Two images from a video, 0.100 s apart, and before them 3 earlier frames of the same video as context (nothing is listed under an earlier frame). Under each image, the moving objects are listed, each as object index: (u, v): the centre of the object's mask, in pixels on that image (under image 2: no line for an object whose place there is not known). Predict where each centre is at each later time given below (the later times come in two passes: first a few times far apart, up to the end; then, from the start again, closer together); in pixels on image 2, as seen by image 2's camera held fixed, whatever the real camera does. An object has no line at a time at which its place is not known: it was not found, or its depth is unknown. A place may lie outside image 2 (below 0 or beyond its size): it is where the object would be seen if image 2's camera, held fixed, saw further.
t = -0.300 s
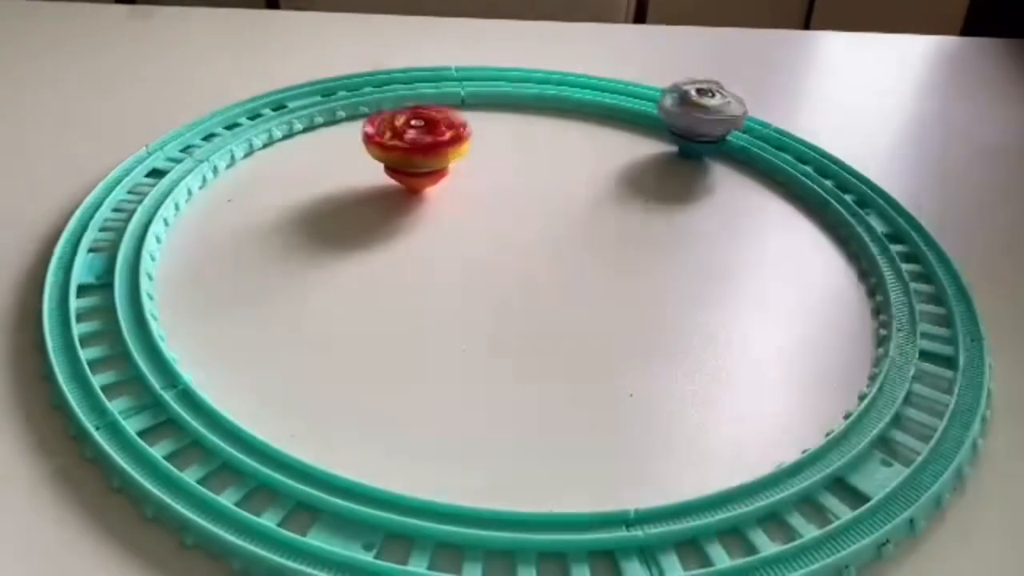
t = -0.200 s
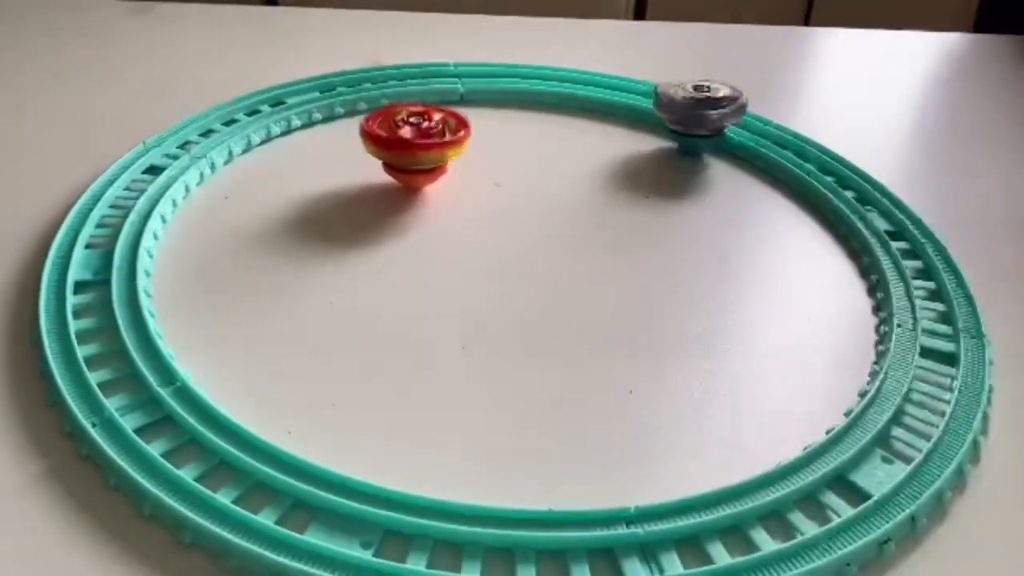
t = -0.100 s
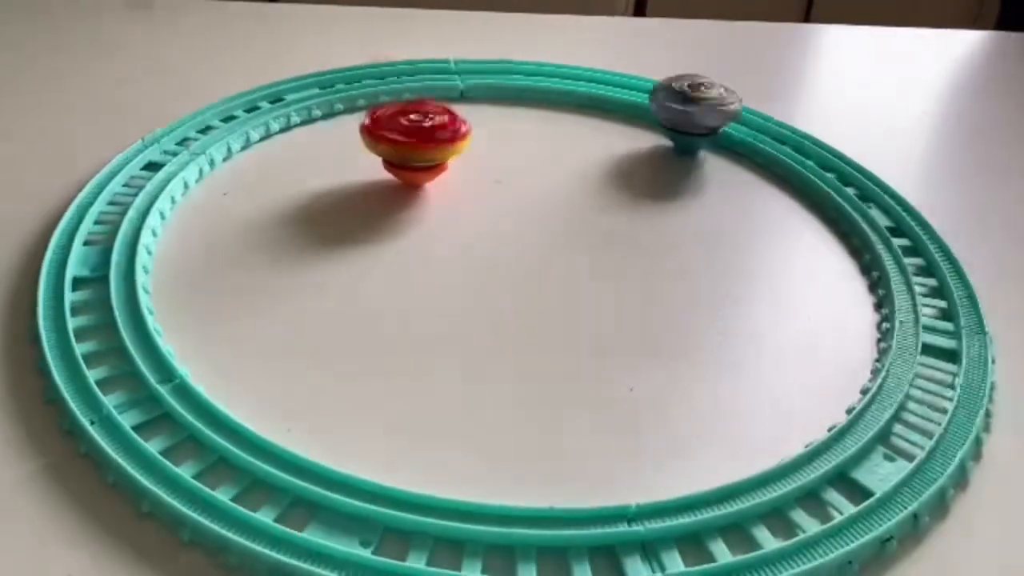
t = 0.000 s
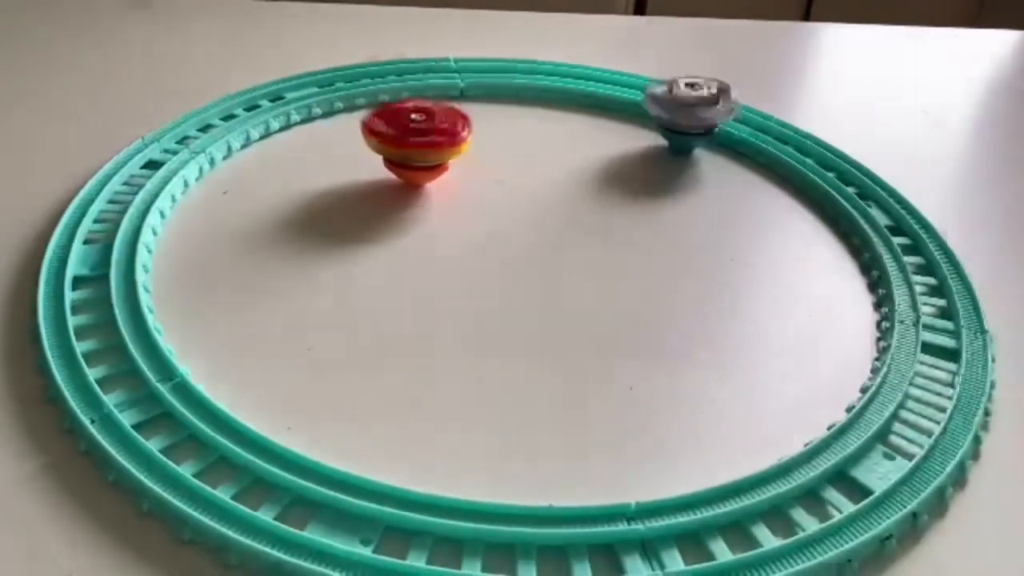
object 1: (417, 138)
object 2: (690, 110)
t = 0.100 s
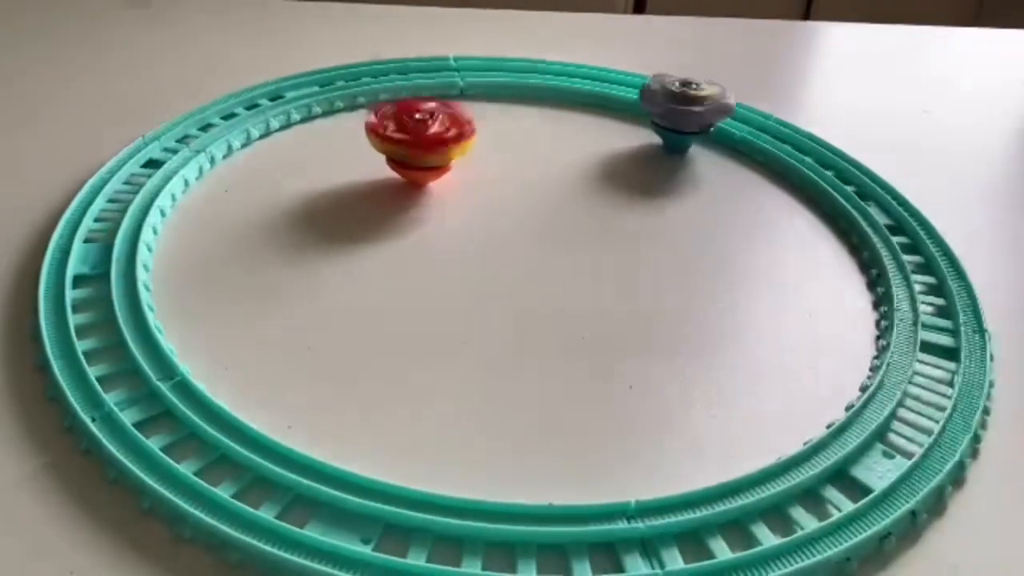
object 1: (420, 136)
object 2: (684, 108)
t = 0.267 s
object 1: (425, 137)
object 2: (682, 106)
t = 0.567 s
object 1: (441, 139)
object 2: (691, 102)
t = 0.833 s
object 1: (460, 142)
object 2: (695, 106)
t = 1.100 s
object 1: (476, 148)
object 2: (693, 107)
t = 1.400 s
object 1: (488, 158)
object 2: (694, 108)
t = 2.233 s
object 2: (727, 119)
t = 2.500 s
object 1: (496, 180)
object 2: (731, 124)
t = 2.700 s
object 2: (730, 125)
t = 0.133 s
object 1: (421, 137)
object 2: (685, 108)
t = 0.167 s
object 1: (421, 137)
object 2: (683, 107)
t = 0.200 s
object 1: (423, 136)
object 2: (682, 107)
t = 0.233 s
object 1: (424, 137)
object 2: (682, 107)
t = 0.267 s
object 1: (425, 137)
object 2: (682, 106)
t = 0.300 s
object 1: (428, 136)
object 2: (683, 106)
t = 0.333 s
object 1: (428, 137)
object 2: (684, 104)
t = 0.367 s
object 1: (430, 137)
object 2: (684, 103)
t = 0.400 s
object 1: (433, 137)
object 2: (685, 103)
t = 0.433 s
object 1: (433, 138)
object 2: (686, 103)
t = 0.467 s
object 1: (435, 137)
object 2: (689, 102)
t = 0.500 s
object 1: (437, 138)
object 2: (690, 102)
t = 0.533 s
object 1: (439, 138)
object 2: (692, 101)
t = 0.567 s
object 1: (441, 139)
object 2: (691, 102)
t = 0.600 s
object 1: (443, 139)
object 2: (694, 102)
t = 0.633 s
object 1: (446, 139)
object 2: (695, 103)
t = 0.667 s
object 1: (448, 140)
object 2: (695, 103)
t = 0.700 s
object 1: (449, 140)
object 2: (695, 104)
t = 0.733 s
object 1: (453, 140)
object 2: (695, 105)
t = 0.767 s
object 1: (455, 141)
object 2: (697, 105)
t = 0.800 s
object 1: (457, 142)
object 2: (697, 105)
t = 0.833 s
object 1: (460, 142)
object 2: (695, 106)
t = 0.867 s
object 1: (462, 143)
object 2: (695, 107)
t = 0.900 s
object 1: (463, 143)
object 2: (696, 107)
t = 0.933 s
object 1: (465, 144)
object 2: (696, 107)
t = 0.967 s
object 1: (468, 146)
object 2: (695, 107)
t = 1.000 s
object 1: (470, 145)
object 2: (693, 108)
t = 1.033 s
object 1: (473, 147)
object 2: (694, 108)
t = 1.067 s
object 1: (472, 148)
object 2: (695, 108)
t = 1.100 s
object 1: (476, 148)
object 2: (693, 107)
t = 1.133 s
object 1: (477, 150)
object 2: (692, 108)
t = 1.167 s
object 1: (479, 151)
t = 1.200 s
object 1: (480, 152)
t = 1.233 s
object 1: (482, 154)
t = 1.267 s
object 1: (484, 154)
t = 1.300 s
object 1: (485, 155)
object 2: (693, 108)
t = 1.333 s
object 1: (486, 157)
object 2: (694, 107)
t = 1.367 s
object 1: (487, 157)
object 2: (693, 107)
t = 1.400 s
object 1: (488, 158)
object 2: (694, 108)
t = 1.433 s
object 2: (696, 108)
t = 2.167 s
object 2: (725, 117)
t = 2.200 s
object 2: (725, 118)
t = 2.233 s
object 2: (727, 119)
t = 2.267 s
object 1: (496, 179)
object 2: (726, 120)
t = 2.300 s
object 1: (496, 179)
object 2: (727, 120)
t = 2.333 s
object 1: (497, 179)
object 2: (727, 122)
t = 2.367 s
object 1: (496, 180)
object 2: (729, 122)
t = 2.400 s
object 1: (497, 180)
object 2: (729, 123)
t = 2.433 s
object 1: (497, 180)
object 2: (728, 123)
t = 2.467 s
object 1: (495, 180)
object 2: (730, 124)
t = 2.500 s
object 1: (496, 180)
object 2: (731, 124)
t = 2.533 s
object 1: (496, 181)
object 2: (730, 124)
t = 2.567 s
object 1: (497, 181)
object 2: (731, 125)
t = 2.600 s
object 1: (498, 181)
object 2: (731, 125)
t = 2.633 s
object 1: (498, 182)
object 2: (731, 125)
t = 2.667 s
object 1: (499, 181)
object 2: (731, 124)
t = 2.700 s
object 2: (730, 125)
